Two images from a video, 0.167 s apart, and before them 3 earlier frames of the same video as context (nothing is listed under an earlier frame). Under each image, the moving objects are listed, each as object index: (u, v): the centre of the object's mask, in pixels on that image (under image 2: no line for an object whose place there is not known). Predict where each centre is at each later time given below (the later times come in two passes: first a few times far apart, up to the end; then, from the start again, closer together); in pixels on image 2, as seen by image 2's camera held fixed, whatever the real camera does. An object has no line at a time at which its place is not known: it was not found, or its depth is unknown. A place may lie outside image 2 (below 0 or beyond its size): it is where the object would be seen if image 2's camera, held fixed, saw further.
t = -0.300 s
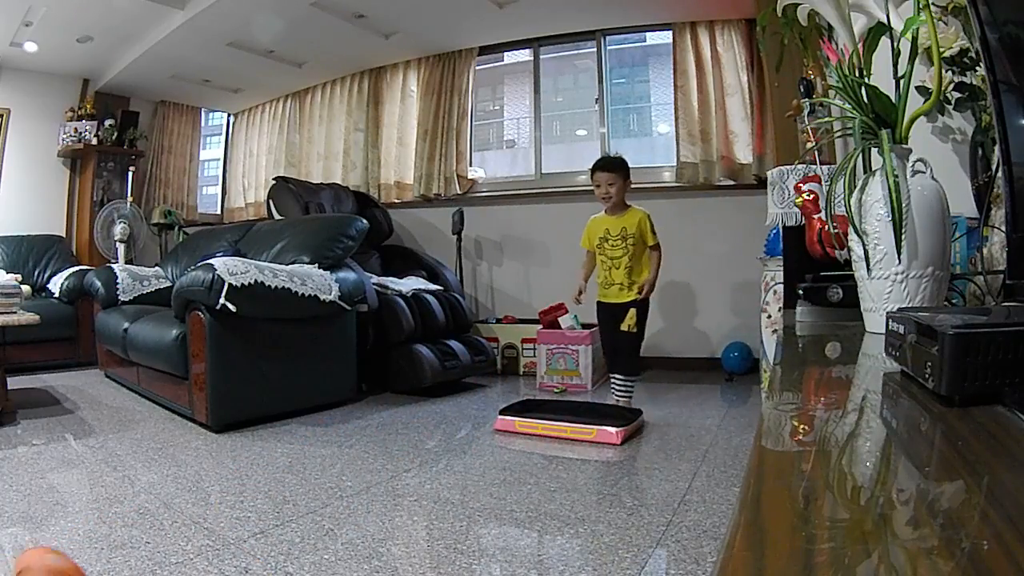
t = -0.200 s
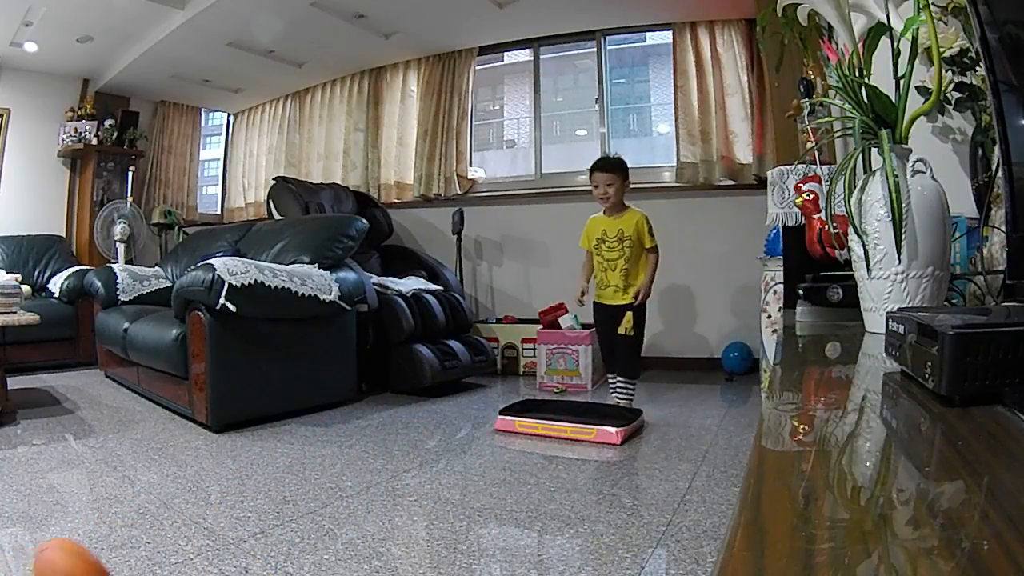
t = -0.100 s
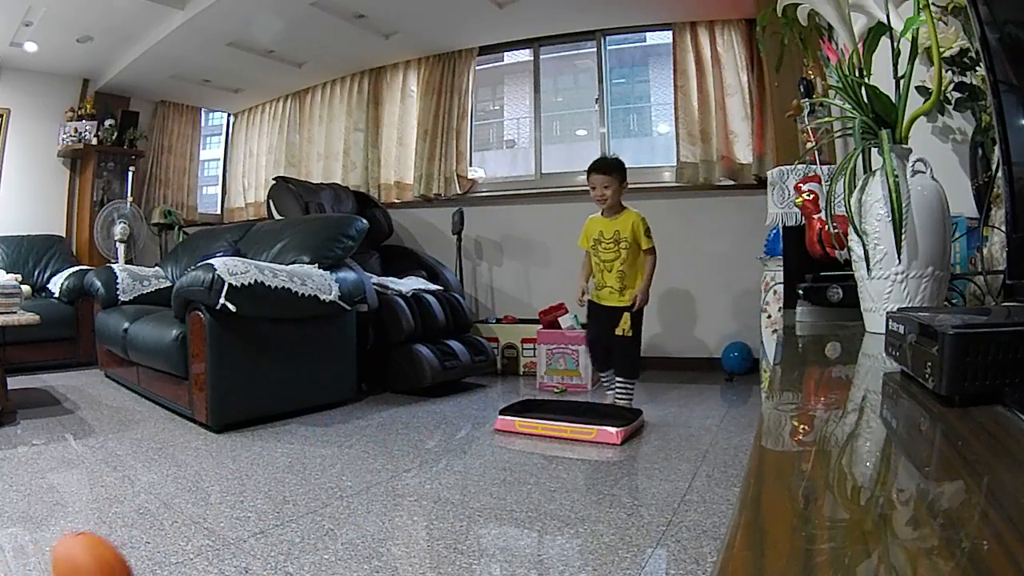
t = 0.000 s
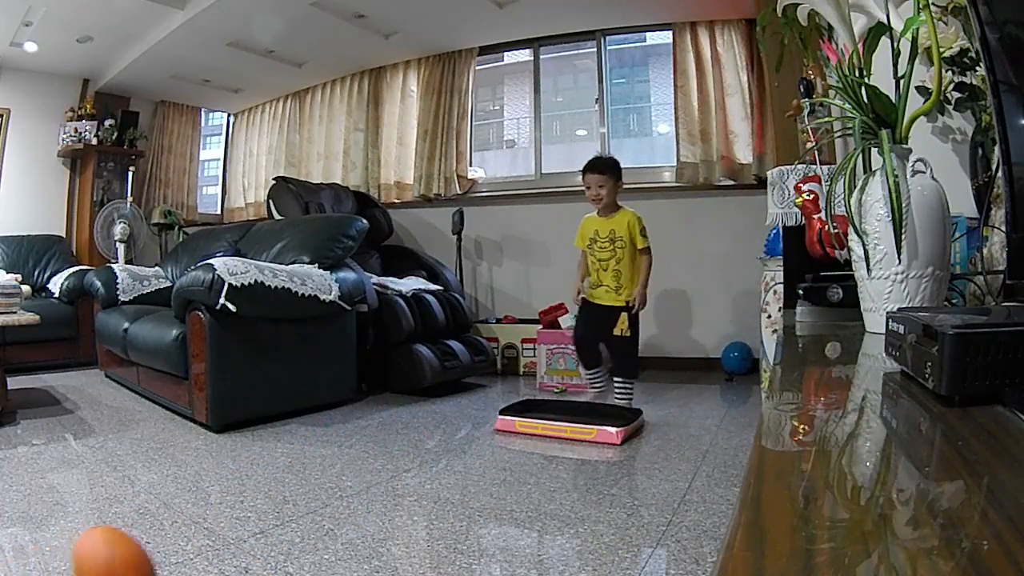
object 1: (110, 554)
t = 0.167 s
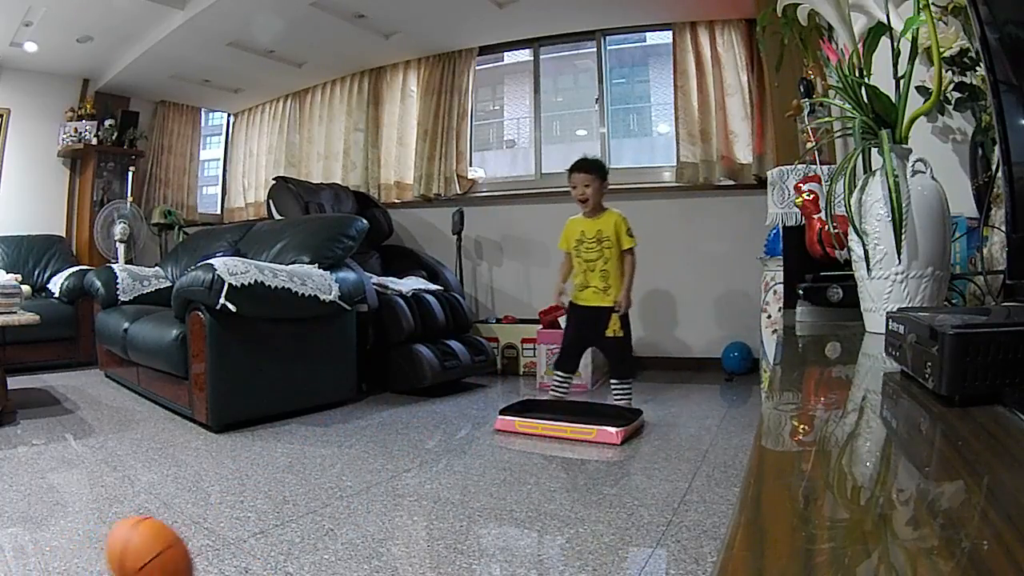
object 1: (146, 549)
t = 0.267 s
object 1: (169, 545)
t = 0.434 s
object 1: (201, 538)
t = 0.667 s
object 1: (241, 526)
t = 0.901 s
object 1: (275, 511)
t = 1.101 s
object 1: (302, 499)
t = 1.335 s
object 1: (335, 487)
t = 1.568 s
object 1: (365, 474)
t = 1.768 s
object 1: (386, 466)
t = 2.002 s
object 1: (407, 457)
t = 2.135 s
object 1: (418, 452)
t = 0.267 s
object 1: (169, 545)
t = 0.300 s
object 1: (176, 543)
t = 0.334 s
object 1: (183, 542)
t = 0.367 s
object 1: (189, 541)
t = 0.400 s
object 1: (195, 539)
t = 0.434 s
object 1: (201, 538)
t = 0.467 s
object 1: (207, 536)
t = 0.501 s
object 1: (214, 535)
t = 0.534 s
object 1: (219, 534)
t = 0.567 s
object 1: (225, 532)
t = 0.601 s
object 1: (230, 530)
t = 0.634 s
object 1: (235, 528)
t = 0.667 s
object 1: (241, 526)
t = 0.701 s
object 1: (246, 524)
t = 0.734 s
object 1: (251, 522)
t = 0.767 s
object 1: (256, 520)
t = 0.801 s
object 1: (260, 518)
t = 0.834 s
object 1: (265, 516)
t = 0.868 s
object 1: (270, 514)
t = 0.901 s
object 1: (275, 511)
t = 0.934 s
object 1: (279, 509)
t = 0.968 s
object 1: (283, 506)
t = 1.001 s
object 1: (288, 505)
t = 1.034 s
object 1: (293, 503)
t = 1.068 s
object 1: (297, 501)
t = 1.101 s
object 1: (302, 499)
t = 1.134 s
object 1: (307, 497)
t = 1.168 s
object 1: (311, 496)
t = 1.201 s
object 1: (316, 494)
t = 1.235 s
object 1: (321, 492)
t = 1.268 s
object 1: (325, 490)
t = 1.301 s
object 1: (330, 488)
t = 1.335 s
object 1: (335, 487)
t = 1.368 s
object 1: (339, 485)
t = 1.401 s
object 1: (344, 483)
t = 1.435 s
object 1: (348, 481)
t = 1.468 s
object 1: (353, 479)
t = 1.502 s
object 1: (357, 477)
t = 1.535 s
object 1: (361, 475)
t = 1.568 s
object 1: (365, 474)
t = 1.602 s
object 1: (368, 473)
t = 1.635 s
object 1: (372, 471)
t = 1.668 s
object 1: (376, 470)
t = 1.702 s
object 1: (378, 469)
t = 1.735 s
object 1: (382, 467)
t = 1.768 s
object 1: (386, 466)
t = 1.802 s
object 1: (389, 465)
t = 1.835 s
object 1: (392, 463)
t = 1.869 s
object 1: (396, 462)
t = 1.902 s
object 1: (399, 461)
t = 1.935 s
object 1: (402, 460)
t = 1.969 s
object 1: (404, 458)
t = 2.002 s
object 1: (407, 457)
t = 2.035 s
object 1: (410, 456)
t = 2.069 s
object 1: (413, 455)
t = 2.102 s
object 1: (415, 453)
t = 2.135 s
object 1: (418, 452)
